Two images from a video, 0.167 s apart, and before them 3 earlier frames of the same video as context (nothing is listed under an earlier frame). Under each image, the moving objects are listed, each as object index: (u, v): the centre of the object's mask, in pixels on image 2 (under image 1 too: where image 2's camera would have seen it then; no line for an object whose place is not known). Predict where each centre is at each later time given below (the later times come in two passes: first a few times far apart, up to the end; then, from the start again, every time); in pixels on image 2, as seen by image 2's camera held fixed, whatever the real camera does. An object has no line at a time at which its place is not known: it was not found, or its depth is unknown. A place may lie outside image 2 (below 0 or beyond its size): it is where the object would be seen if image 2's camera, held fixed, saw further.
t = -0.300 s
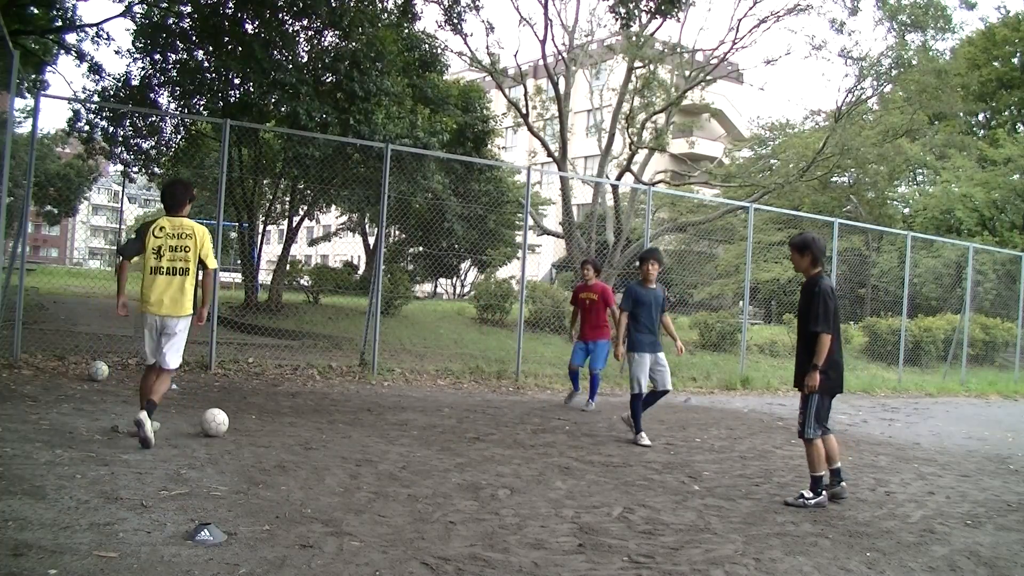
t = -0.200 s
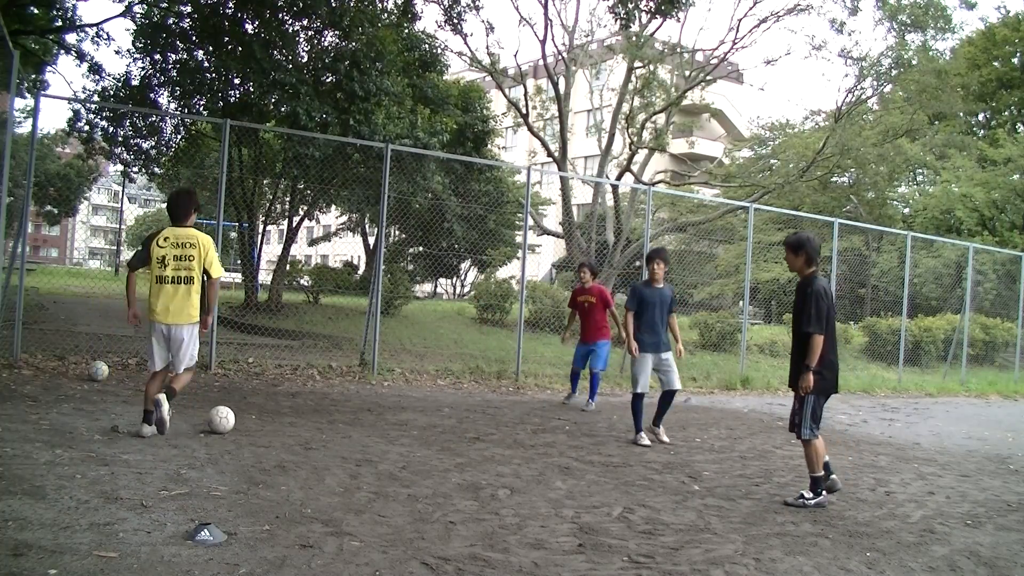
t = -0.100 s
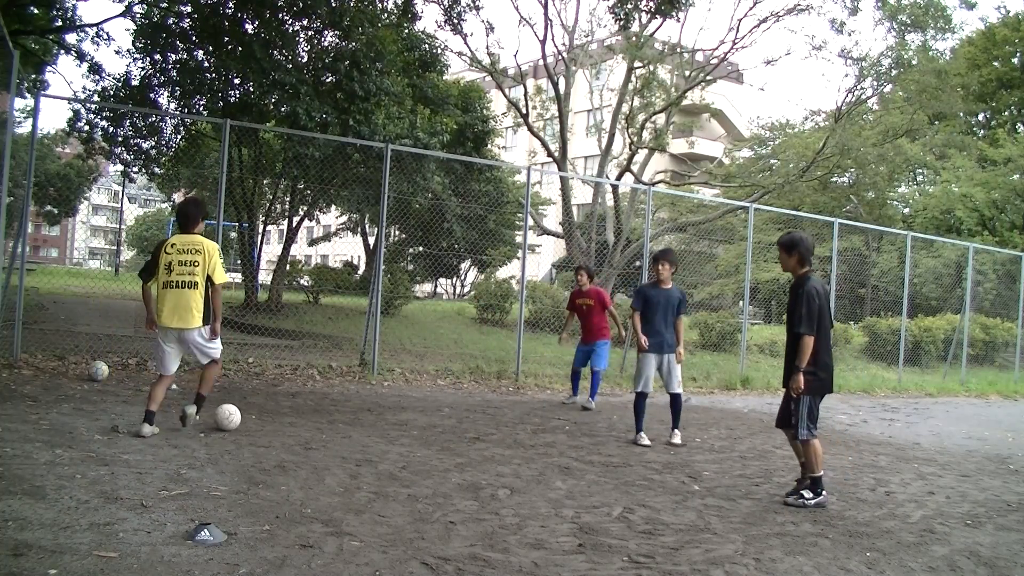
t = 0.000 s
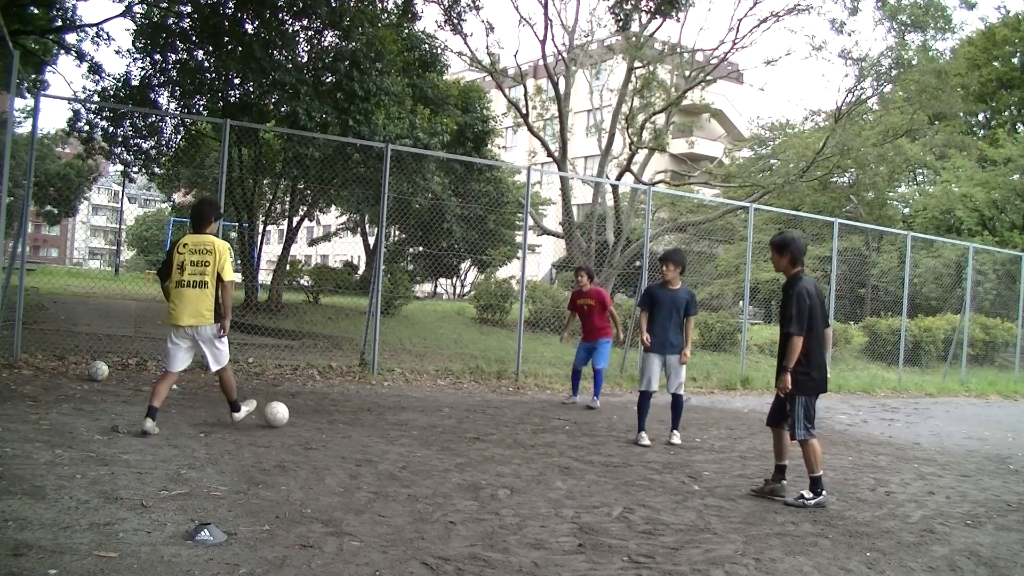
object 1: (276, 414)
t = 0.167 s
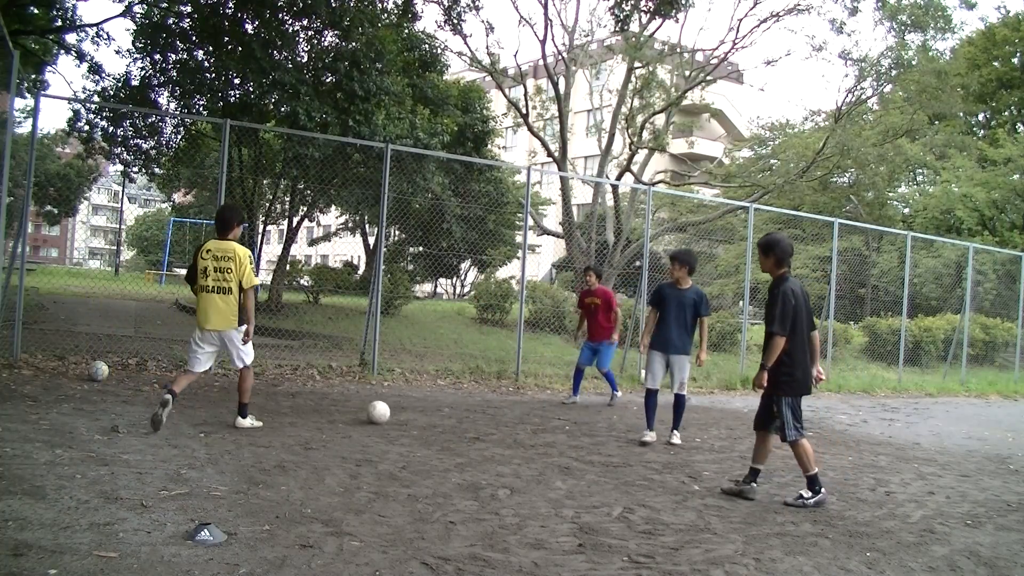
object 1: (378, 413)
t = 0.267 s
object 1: (422, 407)
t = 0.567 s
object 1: (519, 401)
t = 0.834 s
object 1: (585, 401)
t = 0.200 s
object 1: (394, 411)
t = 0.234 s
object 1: (408, 408)
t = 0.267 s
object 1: (422, 407)
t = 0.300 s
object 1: (435, 407)
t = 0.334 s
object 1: (448, 408)
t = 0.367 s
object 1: (460, 407)
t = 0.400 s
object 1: (470, 405)
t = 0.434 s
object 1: (481, 405)
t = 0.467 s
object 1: (491, 406)
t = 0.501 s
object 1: (501, 404)
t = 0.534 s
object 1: (510, 402)
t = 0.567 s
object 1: (519, 401)
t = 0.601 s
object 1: (528, 402)
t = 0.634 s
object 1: (537, 402)
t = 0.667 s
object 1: (546, 402)
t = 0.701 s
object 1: (554, 402)
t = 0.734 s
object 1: (562, 401)
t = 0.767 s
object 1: (570, 400)
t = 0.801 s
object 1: (578, 400)
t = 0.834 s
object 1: (585, 401)
